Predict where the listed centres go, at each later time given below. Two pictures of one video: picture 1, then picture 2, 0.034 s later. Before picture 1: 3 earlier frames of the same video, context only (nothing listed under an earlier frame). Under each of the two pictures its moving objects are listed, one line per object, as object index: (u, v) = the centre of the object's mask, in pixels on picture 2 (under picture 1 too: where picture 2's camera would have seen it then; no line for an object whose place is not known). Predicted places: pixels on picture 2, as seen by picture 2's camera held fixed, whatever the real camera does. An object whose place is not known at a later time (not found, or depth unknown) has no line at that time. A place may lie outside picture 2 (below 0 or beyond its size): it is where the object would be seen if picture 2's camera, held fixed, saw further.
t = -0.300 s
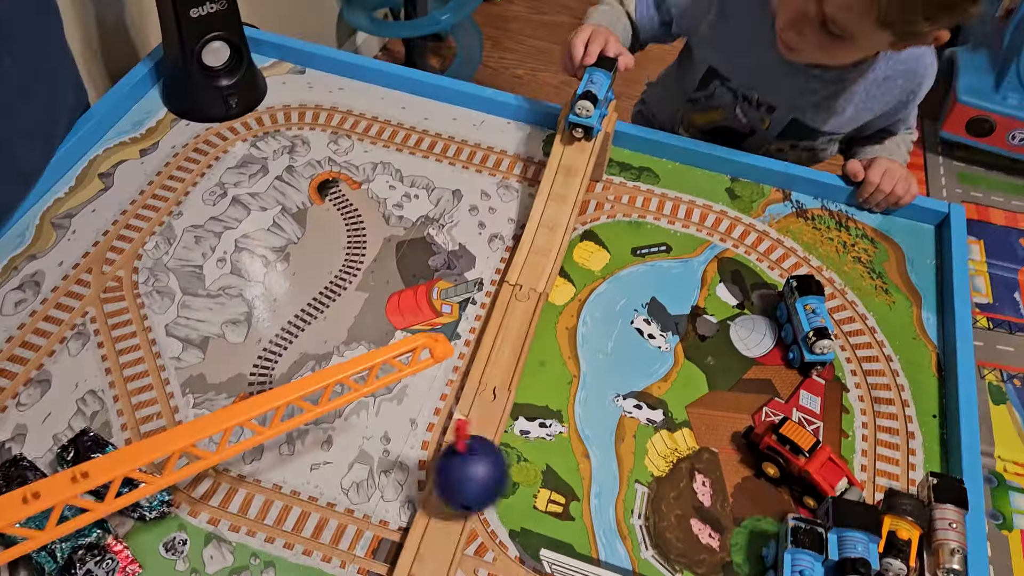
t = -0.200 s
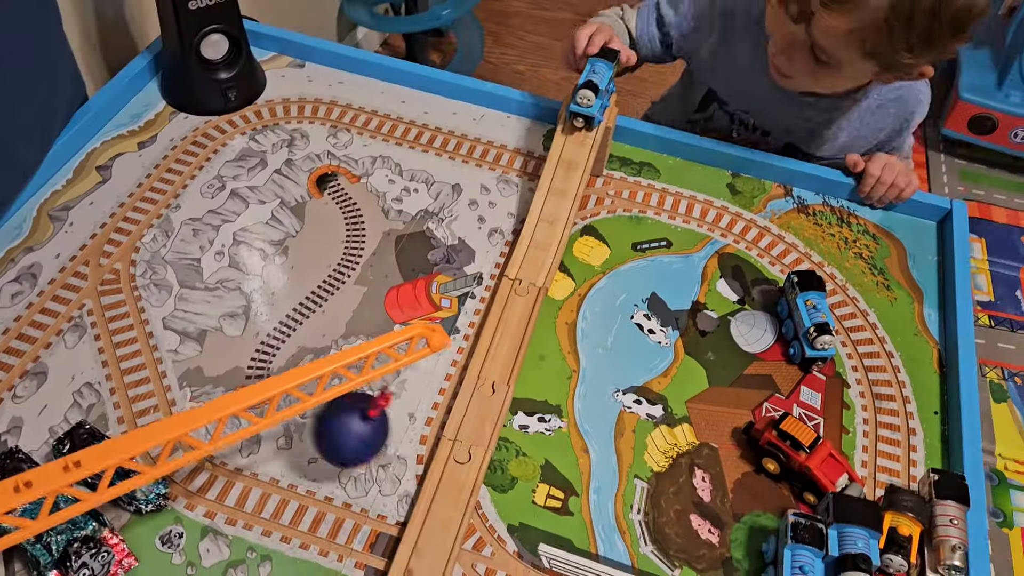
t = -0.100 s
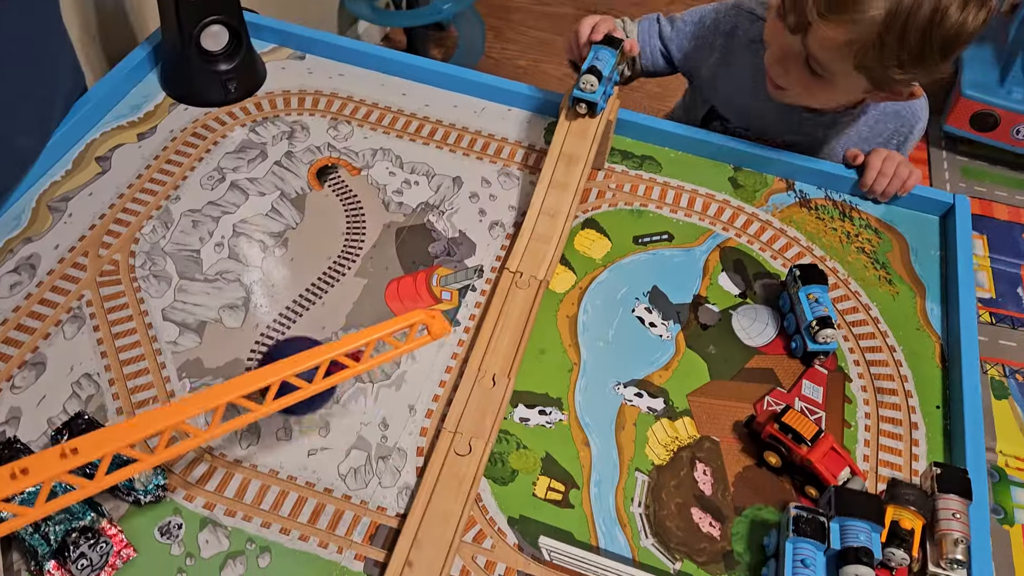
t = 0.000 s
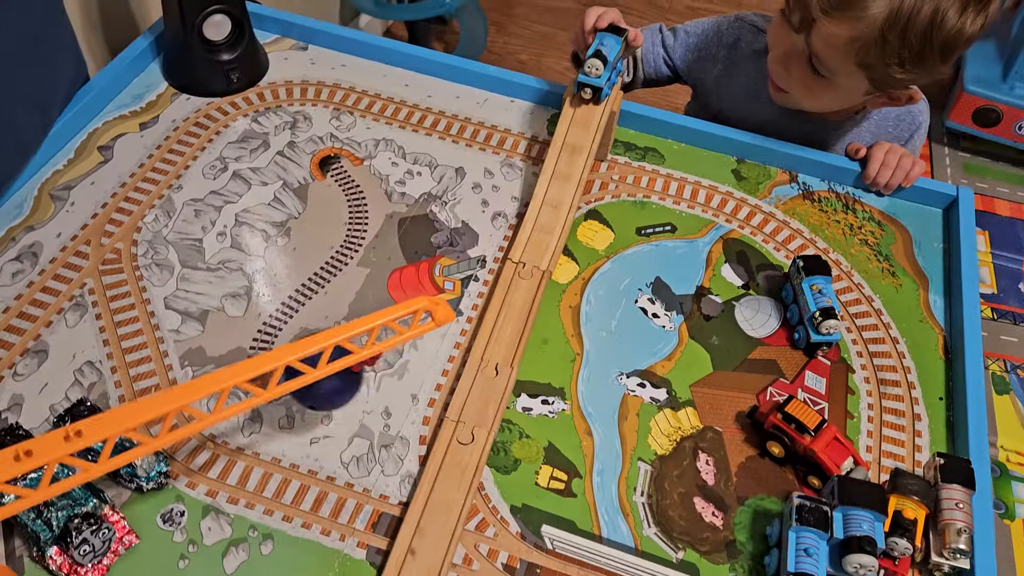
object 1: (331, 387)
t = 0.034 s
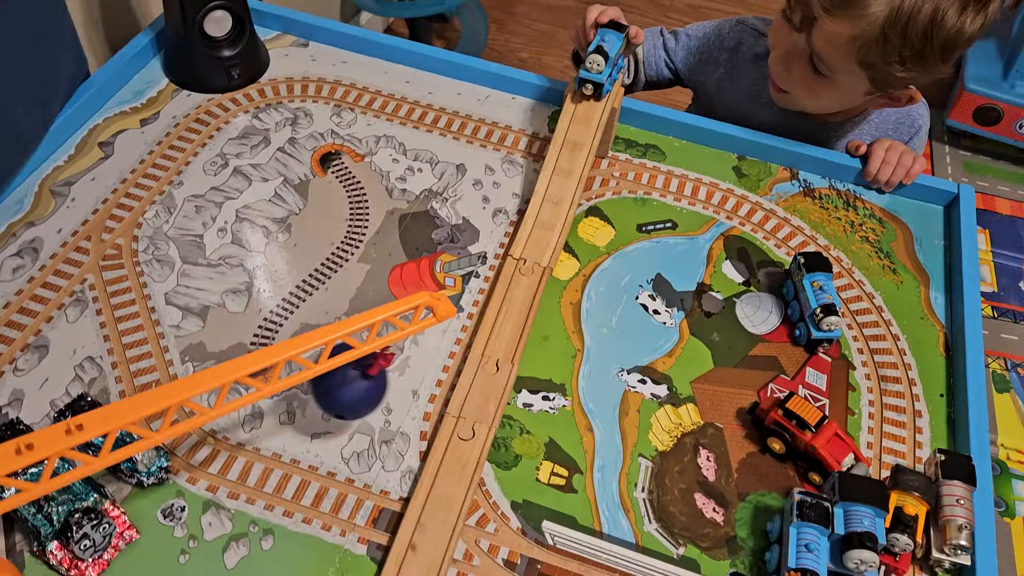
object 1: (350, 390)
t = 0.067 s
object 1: (380, 398)
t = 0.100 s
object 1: (418, 414)
